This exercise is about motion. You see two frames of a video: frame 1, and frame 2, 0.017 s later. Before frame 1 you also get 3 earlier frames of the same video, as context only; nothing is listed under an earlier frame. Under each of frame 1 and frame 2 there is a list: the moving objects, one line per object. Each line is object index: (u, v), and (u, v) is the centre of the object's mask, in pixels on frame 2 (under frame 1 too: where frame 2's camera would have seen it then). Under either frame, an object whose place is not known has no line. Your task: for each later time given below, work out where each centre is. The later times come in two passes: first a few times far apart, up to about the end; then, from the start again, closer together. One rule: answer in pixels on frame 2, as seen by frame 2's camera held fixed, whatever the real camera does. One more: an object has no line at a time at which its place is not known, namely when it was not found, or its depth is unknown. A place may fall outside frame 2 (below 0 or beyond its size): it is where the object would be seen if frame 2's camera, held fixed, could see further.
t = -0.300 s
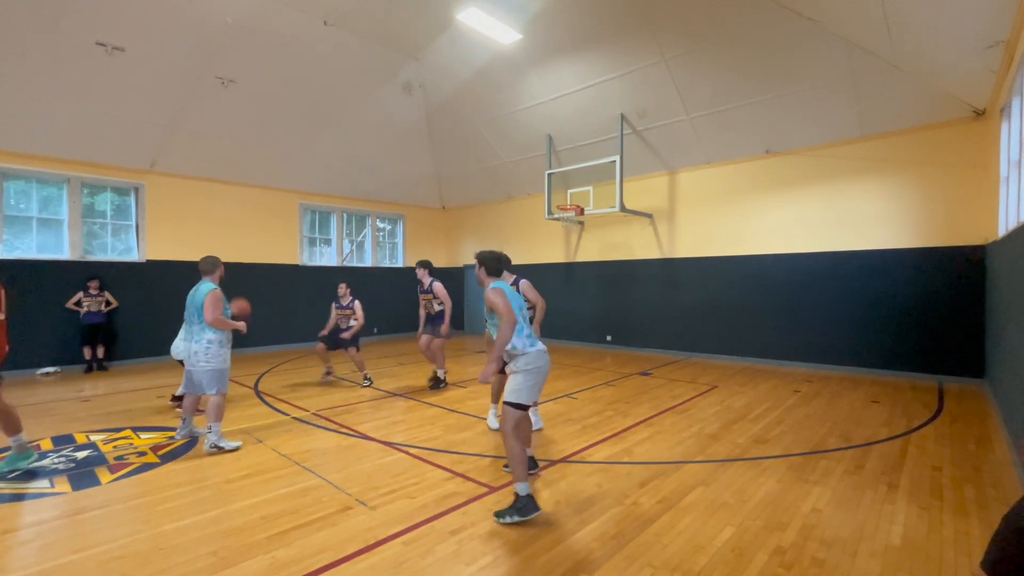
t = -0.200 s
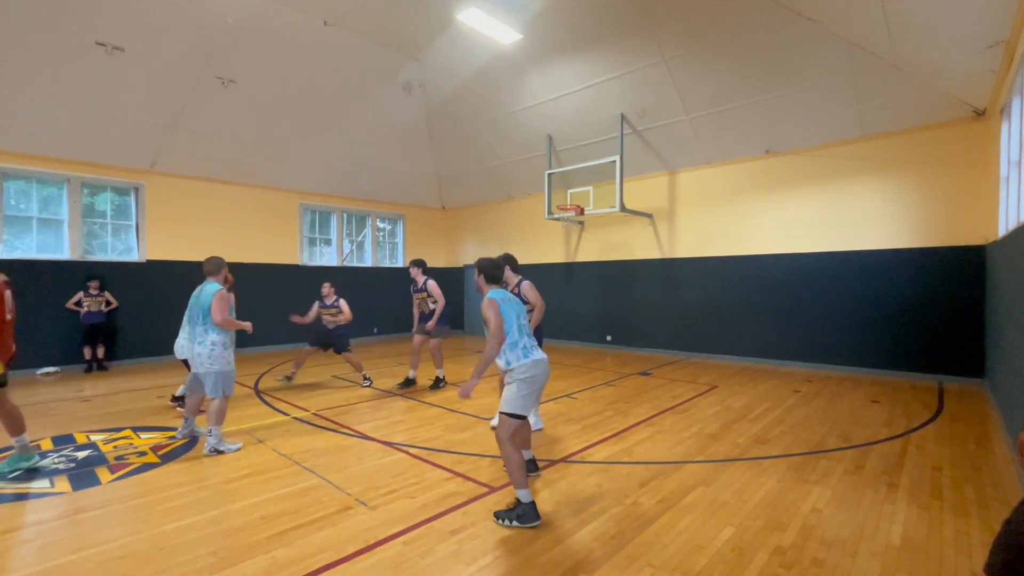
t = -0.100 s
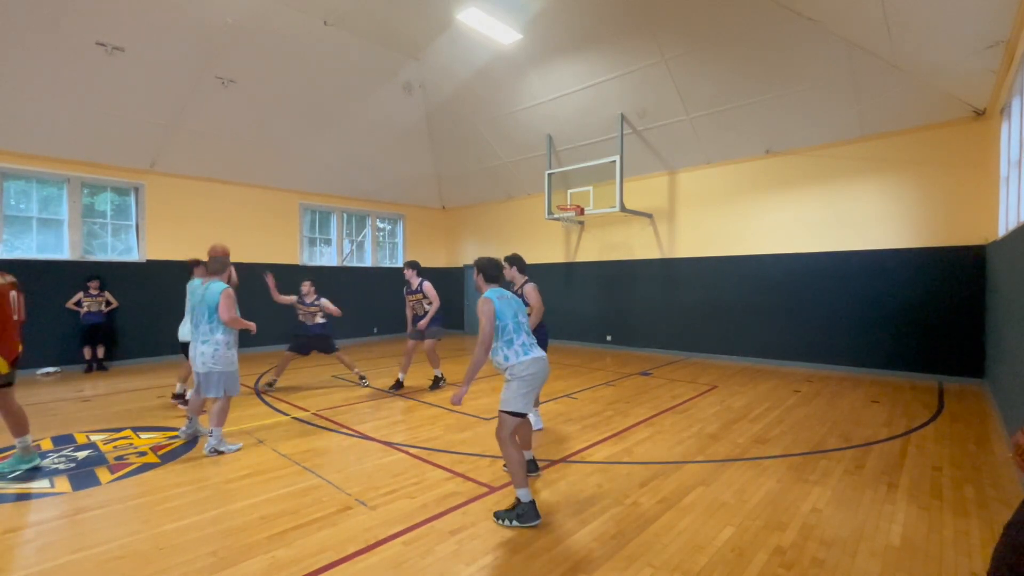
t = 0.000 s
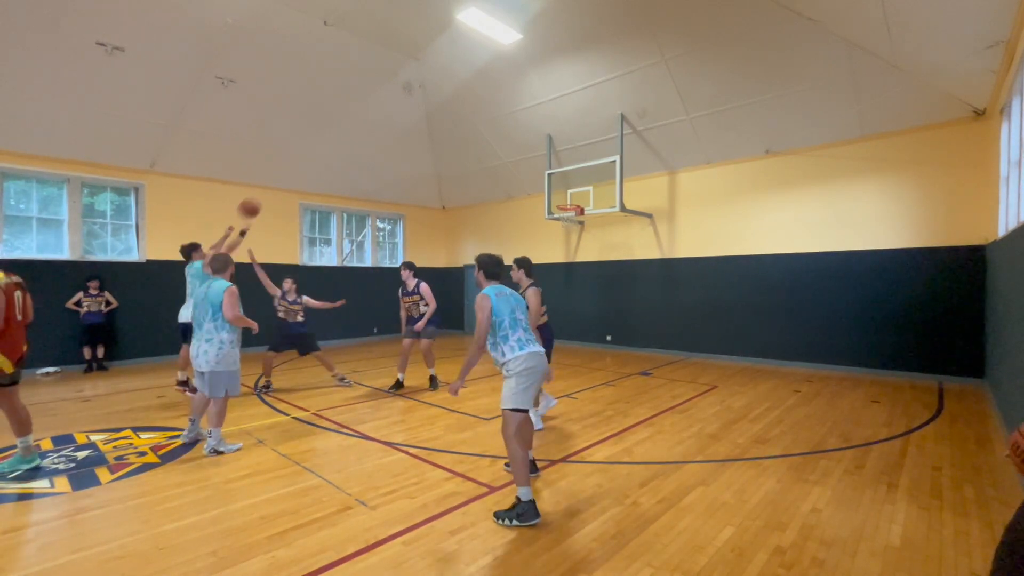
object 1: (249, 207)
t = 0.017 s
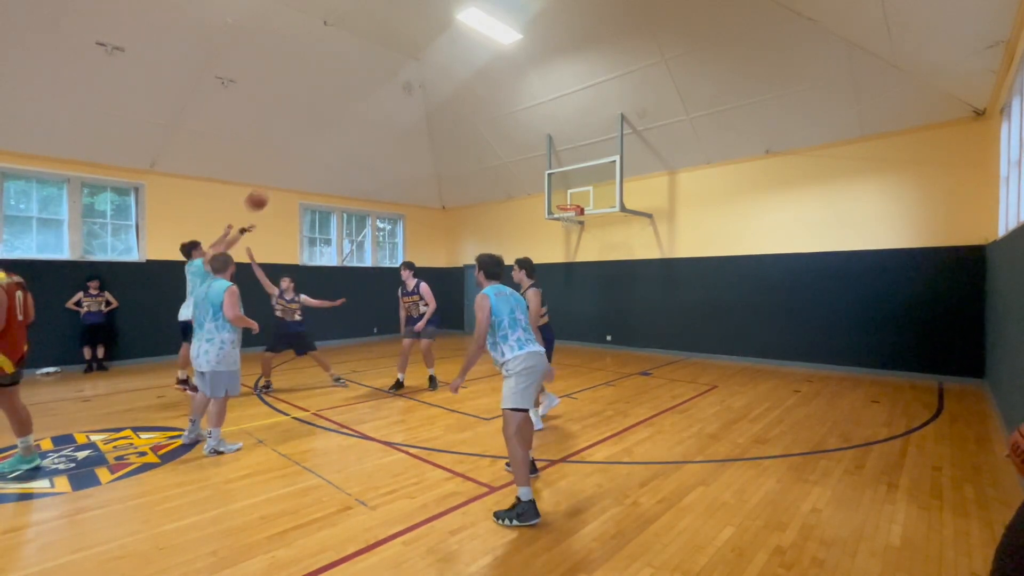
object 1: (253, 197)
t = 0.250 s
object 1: (343, 121)
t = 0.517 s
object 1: (426, 93)
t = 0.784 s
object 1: (481, 112)
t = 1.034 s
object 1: (534, 158)
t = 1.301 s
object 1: (574, 203)
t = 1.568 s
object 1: (578, 177)
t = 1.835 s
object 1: (575, 184)
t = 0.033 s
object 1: (263, 190)
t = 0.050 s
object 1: (269, 183)
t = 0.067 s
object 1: (276, 176)
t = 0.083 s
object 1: (283, 170)
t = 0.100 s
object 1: (289, 164)
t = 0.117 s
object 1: (295, 158)
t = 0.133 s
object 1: (302, 153)
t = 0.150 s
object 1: (308, 147)
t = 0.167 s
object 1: (314, 142)
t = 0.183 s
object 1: (321, 138)
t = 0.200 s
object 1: (325, 133)
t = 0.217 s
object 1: (332, 128)
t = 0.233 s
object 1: (338, 125)
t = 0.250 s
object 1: (343, 121)
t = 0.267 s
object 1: (349, 117)
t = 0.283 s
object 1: (354, 114)
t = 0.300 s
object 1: (360, 111)
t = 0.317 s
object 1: (365, 108)
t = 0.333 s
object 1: (371, 106)
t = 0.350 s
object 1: (375, 103)
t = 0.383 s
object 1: (387, 99)
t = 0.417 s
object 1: (398, 97)
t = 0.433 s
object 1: (404, 95)
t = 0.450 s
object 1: (408, 94)
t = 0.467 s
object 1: (412, 94)
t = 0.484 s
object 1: (416, 93)
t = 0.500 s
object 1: (421, 93)
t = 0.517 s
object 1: (426, 93)
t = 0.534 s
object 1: (430, 93)
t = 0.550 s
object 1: (434, 92)
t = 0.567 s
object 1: (439, 93)
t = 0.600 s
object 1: (446, 94)
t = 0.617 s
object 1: (450, 95)
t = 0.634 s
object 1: (454, 95)
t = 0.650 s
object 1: (457, 97)
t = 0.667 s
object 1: (461, 97)
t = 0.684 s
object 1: (463, 98)
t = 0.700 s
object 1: (467, 100)
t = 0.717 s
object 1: (464, 100)
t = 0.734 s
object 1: (470, 104)
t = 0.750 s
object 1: (475, 106)
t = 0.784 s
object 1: (481, 112)
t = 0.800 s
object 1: (490, 114)
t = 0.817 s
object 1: (492, 115)
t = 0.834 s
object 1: (495, 117)
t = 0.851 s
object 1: (500, 121)
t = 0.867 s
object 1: (502, 123)
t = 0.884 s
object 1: (506, 127)
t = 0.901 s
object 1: (509, 129)
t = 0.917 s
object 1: (512, 132)
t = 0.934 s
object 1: (516, 136)
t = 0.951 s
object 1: (519, 139)
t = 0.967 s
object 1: (522, 142)
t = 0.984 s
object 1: (525, 147)
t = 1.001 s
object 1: (529, 151)
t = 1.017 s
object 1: (532, 156)
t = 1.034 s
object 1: (534, 158)
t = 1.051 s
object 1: (537, 163)
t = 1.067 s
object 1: (540, 168)
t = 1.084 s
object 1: (543, 172)
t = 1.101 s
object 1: (546, 177)
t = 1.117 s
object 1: (549, 181)
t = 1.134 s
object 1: (552, 186)
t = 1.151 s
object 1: (555, 190)
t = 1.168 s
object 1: (557, 195)
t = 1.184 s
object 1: (560, 199)
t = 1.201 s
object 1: (562, 201)
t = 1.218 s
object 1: (564, 200)
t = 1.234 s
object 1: (566, 200)
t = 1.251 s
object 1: (568, 200)
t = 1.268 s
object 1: (570, 200)
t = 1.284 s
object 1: (573, 201)
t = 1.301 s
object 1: (574, 203)
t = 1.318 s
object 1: (575, 201)
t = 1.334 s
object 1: (575, 199)
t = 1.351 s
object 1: (576, 196)
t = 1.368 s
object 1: (577, 194)
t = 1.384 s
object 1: (578, 192)
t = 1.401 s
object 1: (578, 190)
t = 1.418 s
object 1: (579, 188)
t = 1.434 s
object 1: (579, 187)
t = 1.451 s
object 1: (579, 185)
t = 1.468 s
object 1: (579, 184)
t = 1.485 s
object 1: (579, 182)
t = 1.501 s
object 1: (578, 181)
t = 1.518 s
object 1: (578, 180)
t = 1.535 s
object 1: (578, 178)
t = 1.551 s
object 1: (578, 178)
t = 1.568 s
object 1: (578, 177)
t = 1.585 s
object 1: (577, 177)
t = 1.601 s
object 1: (577, 176)
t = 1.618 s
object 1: (577, 176)
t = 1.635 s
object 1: (577, 176)
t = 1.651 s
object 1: (577, 176)
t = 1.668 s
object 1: (577, 176)
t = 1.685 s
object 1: (577, 176)
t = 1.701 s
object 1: (576, 176)
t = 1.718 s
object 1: (576, 176)
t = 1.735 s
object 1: (576, 177)
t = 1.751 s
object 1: (576, 178)
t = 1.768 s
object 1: (576, 178)
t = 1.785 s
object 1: (575, 179)
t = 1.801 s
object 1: (575, 181)
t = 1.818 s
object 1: (575, 182)
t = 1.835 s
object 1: (575, 184)
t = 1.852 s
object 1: (575, 185)
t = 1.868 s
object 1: (574, 187)
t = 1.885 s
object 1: (574, 188)
